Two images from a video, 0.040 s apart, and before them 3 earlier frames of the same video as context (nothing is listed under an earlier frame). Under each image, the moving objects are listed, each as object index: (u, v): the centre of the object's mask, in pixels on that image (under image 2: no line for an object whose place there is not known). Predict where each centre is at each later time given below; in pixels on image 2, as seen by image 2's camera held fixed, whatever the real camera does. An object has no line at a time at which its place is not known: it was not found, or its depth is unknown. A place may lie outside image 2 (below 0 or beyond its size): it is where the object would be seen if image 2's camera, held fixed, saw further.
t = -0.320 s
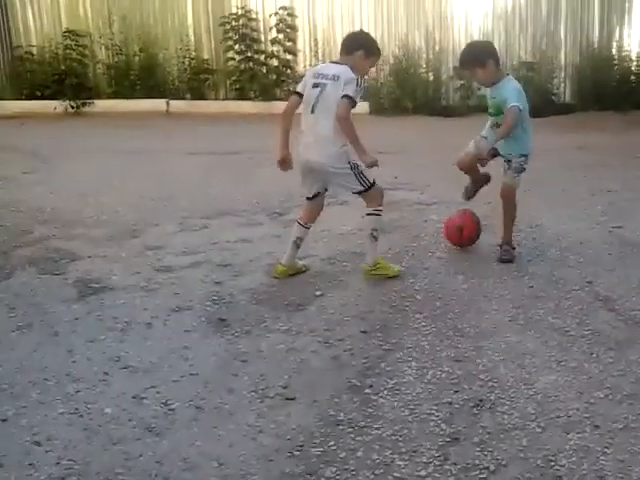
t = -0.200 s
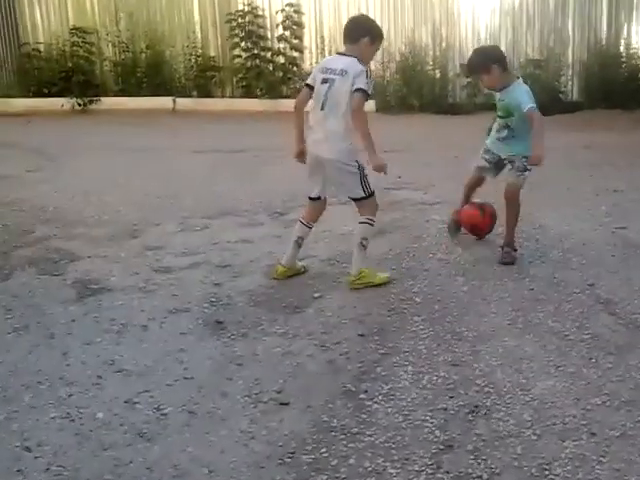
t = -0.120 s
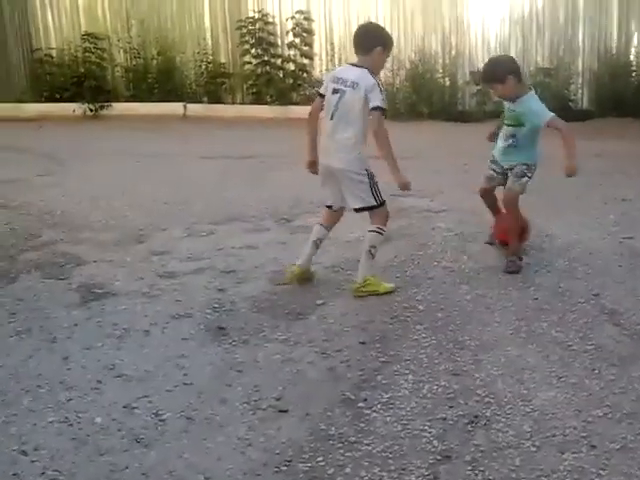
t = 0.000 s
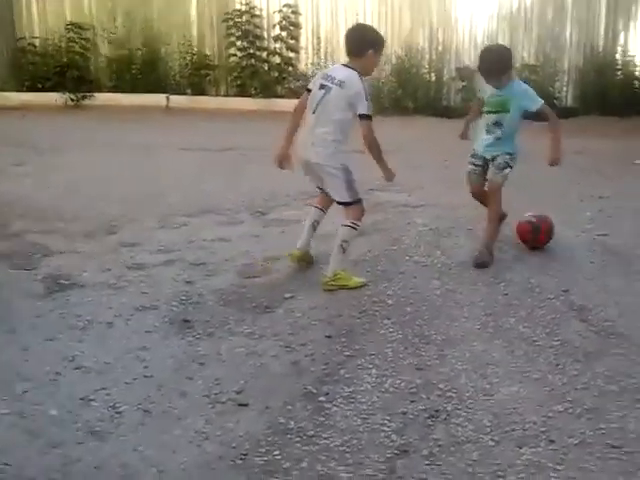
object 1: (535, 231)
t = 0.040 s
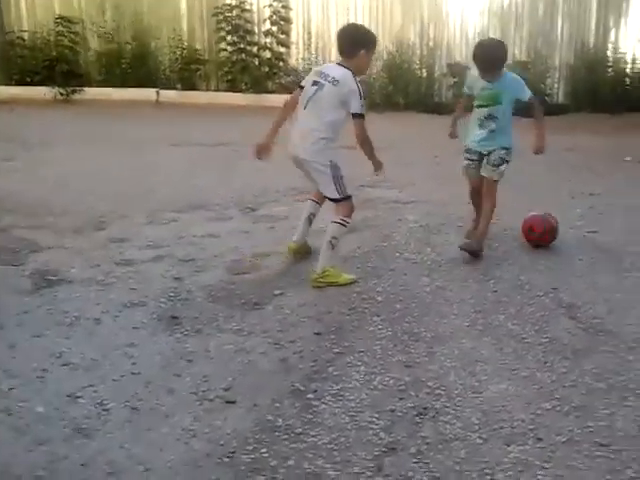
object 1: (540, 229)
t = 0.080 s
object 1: (554, 228)
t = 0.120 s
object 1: (568, 230)
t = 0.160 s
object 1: (583, 231)
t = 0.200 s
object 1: (597, 230)
